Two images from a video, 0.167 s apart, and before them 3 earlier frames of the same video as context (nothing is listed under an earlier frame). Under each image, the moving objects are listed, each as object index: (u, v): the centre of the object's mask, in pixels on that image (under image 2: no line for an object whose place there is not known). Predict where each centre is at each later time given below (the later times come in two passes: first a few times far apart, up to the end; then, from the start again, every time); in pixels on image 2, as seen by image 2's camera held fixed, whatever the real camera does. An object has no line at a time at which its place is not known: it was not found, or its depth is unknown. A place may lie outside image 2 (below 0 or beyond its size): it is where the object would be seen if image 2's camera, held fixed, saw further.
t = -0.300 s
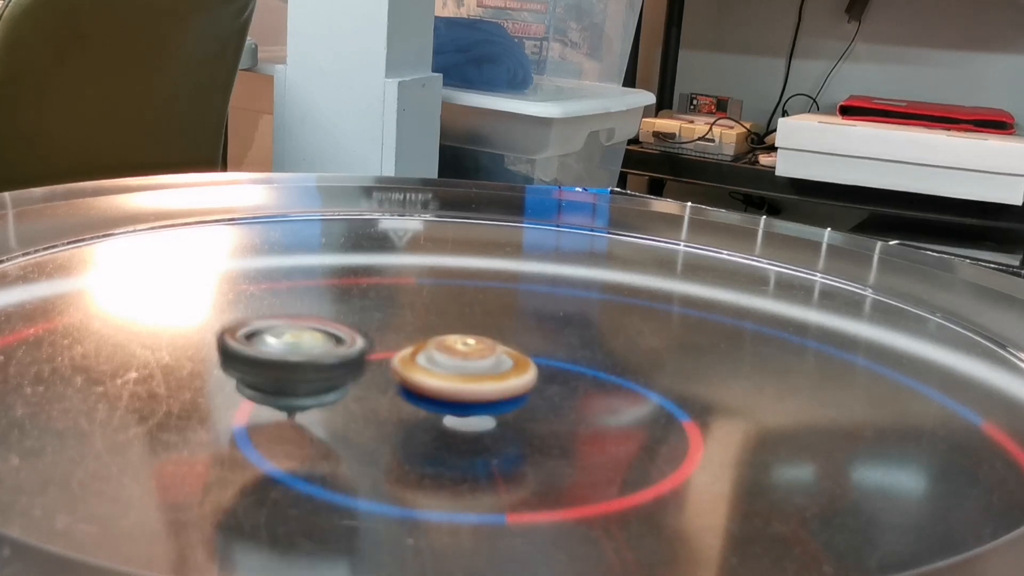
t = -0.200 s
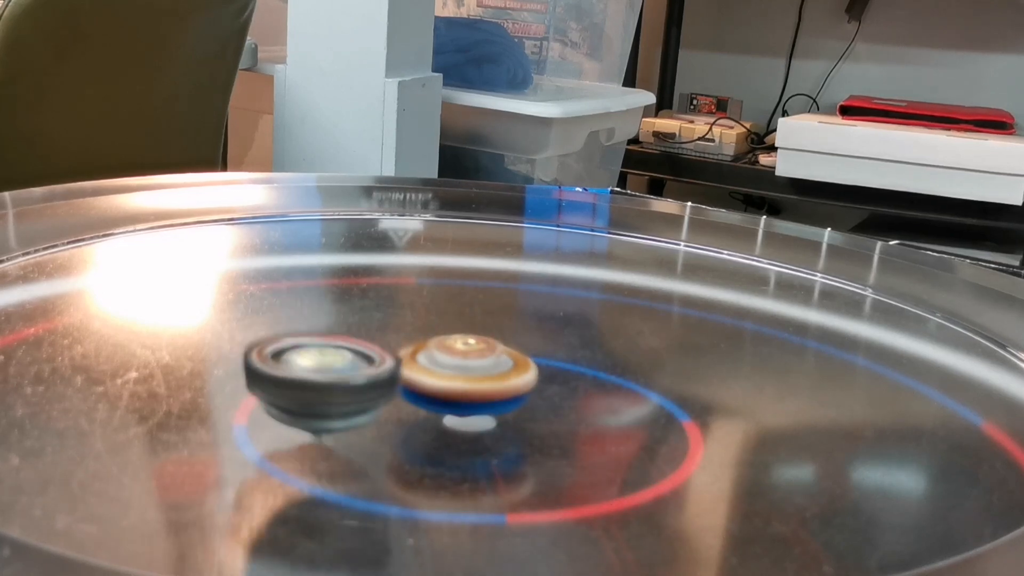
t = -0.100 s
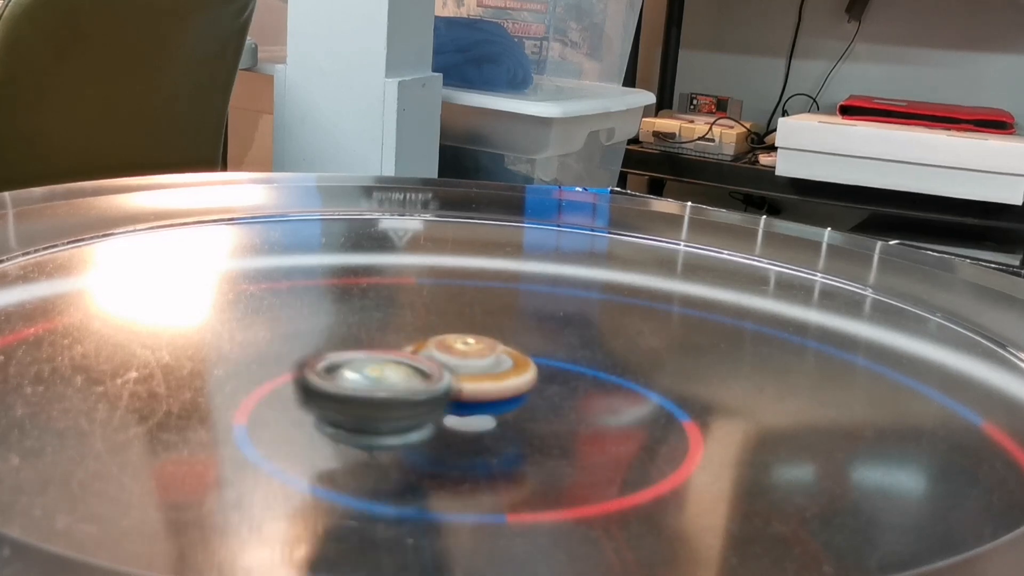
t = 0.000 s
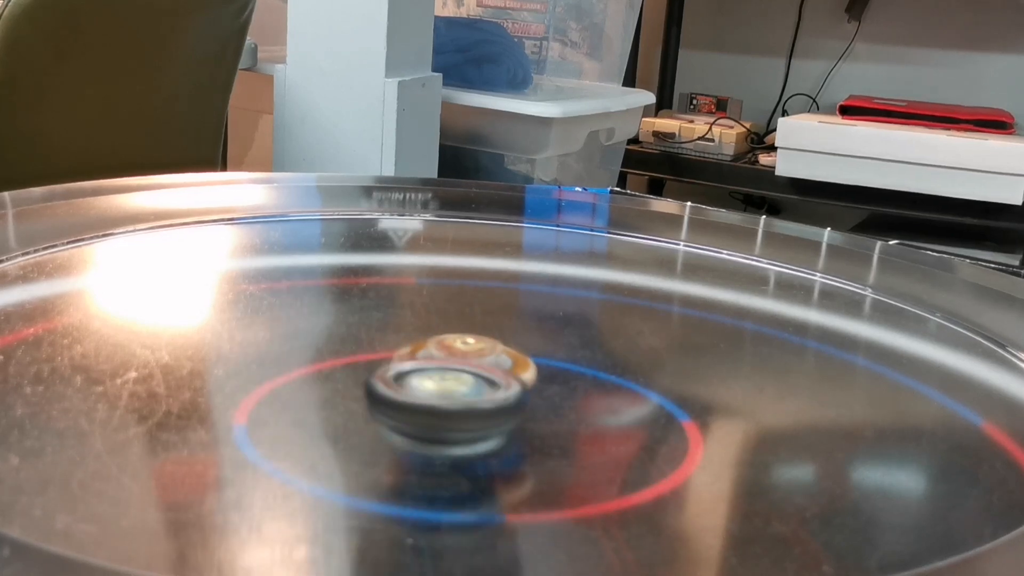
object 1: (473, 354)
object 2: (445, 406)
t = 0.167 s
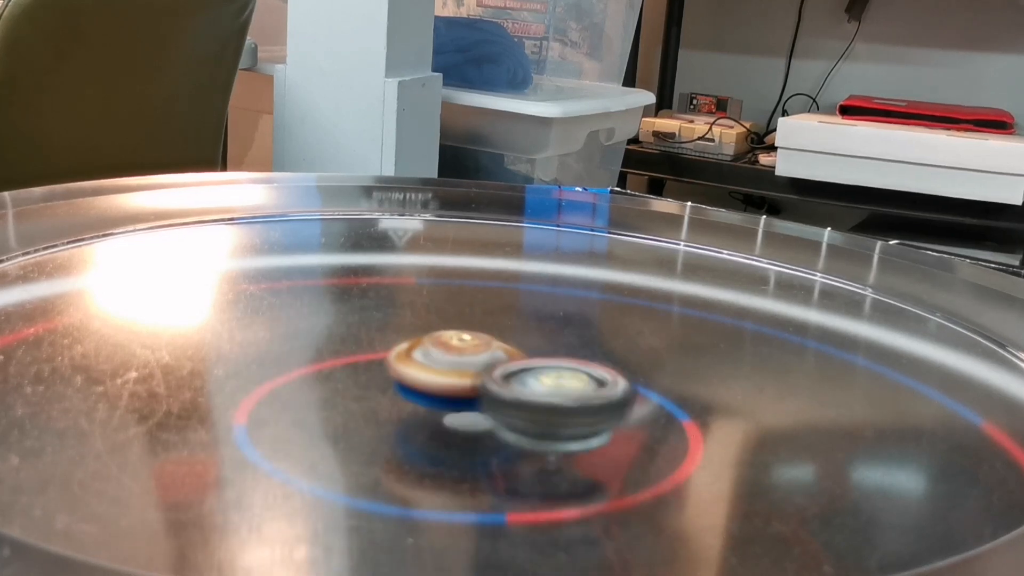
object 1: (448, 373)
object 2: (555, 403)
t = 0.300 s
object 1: (453, 374)
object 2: (615, 387)
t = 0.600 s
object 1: (446, 373)
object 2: (592, 334)
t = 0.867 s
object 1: (441, 373)
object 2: (457, 303)
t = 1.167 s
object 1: (444, 373)
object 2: (309, 325)
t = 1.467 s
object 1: (452, 367)
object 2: (311, 378)
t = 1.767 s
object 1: (433, 354)
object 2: (498, 404)
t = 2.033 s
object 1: (449, 372)
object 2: (608, 371)
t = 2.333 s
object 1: (447, 373)
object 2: (559, 320)
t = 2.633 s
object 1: (442, 375)
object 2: (412, 298)
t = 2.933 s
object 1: (443, 376)
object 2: (308, 334)
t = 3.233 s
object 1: (468, 377)
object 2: (350, 385)
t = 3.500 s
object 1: (435, 358)
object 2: (504, 405)
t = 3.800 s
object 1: (447, 374)
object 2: (613, 374)
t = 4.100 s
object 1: (447, 377)
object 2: (548, 328)
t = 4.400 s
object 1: (448, 378)
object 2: (408, 308)
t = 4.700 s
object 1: (448, 379)
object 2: (305, 335)
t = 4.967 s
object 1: (478, 378)
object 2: (306, 375)
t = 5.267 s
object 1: (514, 362)
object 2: (445, 399)
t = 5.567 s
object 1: (515, 339)
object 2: (560, 403)
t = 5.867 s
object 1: (532, 325)
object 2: (504, 378)
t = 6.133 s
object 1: (530, 338)
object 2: (401, 379)
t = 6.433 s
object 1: (537, 347)
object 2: (384, 388)
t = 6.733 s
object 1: (541, 359)
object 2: (422, 376)
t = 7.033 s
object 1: (566, 362)
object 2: (302, 363)
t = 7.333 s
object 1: (520, 370)
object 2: (258, 366)
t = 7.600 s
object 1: (476, 382)
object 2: (330, 369)
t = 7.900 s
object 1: (532, 373)
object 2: (312, 350)
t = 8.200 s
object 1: (518, 382)
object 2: (355, 331)
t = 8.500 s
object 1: (512, 387)
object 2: (401, 313)
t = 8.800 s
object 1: (493, 385)
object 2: (435, 312)
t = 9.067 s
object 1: (468, 382)
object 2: (498, 317)
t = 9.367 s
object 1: (458, 380)
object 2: (551, 319)
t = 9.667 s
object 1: (446, 366)
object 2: (551, 327)
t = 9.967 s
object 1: (415, 367)
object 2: (564, 341)
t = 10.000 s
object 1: (415, 366)
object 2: (565, 343)
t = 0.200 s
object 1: (452, 375)
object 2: (574, 401)
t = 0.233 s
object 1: (454, 375)
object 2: (590, 396)
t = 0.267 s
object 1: (455, 375)
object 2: (604, 392)
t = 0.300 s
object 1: (453, 374)
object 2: (615, 387)
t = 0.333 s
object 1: (452, 374)
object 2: (625, 382)
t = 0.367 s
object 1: (451, 374)
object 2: (630, 376)
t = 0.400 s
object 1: (450, 374)
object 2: (633, 370)
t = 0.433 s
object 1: (449, 373)
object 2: (633, 364)
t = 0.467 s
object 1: (448, 373)
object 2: (630, 358)
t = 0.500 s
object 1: (448, 373)
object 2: (624, 352)
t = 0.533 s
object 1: (447, 373)
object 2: (615, 345)
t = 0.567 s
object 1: (447, 373)
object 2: (604, 339)
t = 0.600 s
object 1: (446, 373)
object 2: (592, 334)
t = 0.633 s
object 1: (446, 373)
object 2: (578, 329)
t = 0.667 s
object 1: (445, 373)
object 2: (563, 325)
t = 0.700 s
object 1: (442, 367)
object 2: (547, 321)
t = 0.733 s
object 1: (444, 372)
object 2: (531, 317)
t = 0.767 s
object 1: (443, 372)
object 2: (514, 313)
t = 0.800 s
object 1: (443, 372)
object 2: (496, 309)
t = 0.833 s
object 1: (439, 366)
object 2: (476, 306)
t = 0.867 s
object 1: (441, 373)
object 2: (457, 303)
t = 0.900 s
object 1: (441, 373)
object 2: (436, 301)
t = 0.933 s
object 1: (440, 373)
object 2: (417, 301)
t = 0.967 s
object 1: (440, 373)
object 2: (397, 302)
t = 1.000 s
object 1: (438, 367)
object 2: (378, 305)
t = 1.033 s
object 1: (438, 367)
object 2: (362, 309)
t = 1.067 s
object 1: (439, 368)
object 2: (348, 313)
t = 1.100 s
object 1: (442, 373)
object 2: (334, 316)
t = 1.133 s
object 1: (440, 368)
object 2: (321, 320)
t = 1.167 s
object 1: (444, 373)
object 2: (309, 325)
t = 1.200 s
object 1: (445, 373)
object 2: (299, 329)
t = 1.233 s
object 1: (444, 368)
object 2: (291, 334)
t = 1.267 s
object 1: (445, 368)
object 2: (285, 339)
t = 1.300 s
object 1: (448, 373)
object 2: (282, 346)
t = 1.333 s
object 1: (449, 373)
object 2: (282, 351)
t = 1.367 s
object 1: (447, 367)
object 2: (285, 358)
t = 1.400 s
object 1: (448, 367)
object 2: (290, 364)
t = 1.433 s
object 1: (451, 373)
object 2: (299, 371)
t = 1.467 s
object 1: (452, 367)
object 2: (311, 378)
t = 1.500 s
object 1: (457, 372)
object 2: (326, 384)
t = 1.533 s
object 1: (462, 372)
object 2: (344, 389)
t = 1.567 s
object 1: (466, 370)
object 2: (365, 394)
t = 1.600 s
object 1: (468, 367)
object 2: (386, 398)
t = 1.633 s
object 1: (465, 354)
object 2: (410, 400)
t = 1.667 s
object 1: (458, 348)
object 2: (432, 403)
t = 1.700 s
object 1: (450, 347)
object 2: (454, 406)
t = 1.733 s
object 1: (440, 349)
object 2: (475, 405)
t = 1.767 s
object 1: (433, 354)
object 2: (498, 404)
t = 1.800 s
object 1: (432, 359)
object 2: (517, 402)
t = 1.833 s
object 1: (436, 367)
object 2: (538, 399)
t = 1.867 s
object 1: (442, 371)
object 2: (555, 396)
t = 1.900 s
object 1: (445, 372)
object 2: (571, 392)
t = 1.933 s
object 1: (448, 373)
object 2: (584, 387)
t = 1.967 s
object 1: (449, 373)
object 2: (596, 382)
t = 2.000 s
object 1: (449, 372)
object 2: (603, 377)
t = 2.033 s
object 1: (449, 372)
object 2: (608, 371)
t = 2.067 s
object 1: (449, 372)
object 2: (611, 365)
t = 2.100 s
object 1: (449, 372)
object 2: (612, 359)
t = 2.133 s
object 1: (446, 367)
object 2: (609, 353)
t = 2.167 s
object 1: (445, 367)
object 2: (606, 347)
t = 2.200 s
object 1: (445, 368)
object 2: (600, 341)
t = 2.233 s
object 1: (445, 368)
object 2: (592, 335)
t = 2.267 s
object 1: (444, 368)
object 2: (582, 330)
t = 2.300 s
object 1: (444, 368)
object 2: (571, 325)
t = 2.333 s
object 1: (447, 373)
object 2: (559, 320)
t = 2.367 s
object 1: (446, 373)
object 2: (545, 316)
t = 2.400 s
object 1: (445, 373)
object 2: (530, 311)
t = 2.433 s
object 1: (445, 374)
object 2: (515, 308)
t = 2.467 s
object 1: (445, 374)
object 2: (499, 304)
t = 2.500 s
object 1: (444, 374)
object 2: (481, 301)
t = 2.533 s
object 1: (444, 375)
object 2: (464, 299)
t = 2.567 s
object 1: (443, 375)
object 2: (447, 298)
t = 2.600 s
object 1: (442, 375)
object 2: (429, 298)
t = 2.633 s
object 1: (442, 375)
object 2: (412, 298)
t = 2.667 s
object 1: (441, 375)
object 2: (395, 298)
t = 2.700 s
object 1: (441, 375)
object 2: (378, 302)
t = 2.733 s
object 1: (441, 375)
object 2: (364, 306)
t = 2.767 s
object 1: (441, 375)
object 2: (350, 310)
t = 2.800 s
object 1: (441, 375)
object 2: (339, 314)
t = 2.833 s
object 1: (441, 375)
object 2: (329, 318)
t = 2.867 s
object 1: (441, 375)
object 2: (321, 323)
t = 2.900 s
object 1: (441, 375)
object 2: (314, 328)
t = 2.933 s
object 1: (443, 376)
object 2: (308, 334)
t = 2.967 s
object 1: (445, 377)
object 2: (303, 338)
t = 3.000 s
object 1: (447, 377)
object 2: (300, 344)
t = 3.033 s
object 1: (448, 377)
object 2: (300, 350)
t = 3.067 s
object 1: (450, 377)
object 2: (302, 356)
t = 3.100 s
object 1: (452, 377)
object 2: (307, 362)
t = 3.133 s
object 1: (455, 377)
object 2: (315, 368)
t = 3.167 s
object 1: (459, 378)
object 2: (325, 374)
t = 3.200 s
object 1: (463, 377)
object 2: (336, 380)
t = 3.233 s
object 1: (468, 377)
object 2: (350, 385)
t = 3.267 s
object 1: (472, 376)
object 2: (367, 390)
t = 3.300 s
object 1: (475, 374)
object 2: (384, 395)
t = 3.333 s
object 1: (475, 368)
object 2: (402, 398)
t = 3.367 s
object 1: (469, 354)
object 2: (424, 400)
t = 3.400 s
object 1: (458, 349)
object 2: (444, 403)
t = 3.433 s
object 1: (448, 349)
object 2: (463, 405)
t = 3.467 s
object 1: (439, 354)
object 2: (484, 405)
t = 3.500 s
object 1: (435, 358)
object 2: (504, 405)
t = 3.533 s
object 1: (435, 362)
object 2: (522, 404)
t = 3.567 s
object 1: (437, 365)
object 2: (542, 402)
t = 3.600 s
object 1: (444, 373)
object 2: (558, 400)
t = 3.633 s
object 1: (446, 374)
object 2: (573, 397)
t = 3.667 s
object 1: (448, 374)
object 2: (586, 393)
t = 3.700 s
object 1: (449, 374)
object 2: (596, 389)
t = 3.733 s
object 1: (448, 374)
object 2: (604, 384)
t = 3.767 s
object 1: (447, 374)
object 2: (610, 379)
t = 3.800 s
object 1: (447, 374)
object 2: (613, 374)
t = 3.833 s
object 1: (446, 374)
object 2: (613, 369)
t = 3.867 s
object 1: (446, 375)
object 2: (612, 363)
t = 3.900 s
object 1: (446, 375)
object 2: (608, 358)
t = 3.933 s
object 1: (446, 375)
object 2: (602, 352)
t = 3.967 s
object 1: (446, 376)
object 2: (594, 347)
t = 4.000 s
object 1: (446, 376)
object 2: (585, 342)
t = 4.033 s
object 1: (446, 376)
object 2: (573, 337)
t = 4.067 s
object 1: (446, 377)
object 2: (561, 333)
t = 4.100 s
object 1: (447, 377)
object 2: (548, 328)
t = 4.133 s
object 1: (447, 377)
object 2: (534, 324)
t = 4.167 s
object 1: (447, 377)
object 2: (520, 320)
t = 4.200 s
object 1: (448, 377)
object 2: (506, 316)
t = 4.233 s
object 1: (448, 378)
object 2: (490, 312)
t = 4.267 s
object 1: (448, 378)
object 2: (474, 309)
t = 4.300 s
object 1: (449, 378)
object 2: (457, 307)
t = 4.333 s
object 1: (448, 378)
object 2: (440, 306)
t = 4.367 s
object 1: (448, 378)
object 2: (424, 306)
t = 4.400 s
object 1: (448, 378)
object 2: (408, 308)
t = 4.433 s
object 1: (448, 378)
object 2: (392, 309)
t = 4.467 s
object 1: (448, 378)
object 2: (378, 311)
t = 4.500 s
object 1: (447, 378)
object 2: (363, 313)
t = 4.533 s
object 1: (447, 378)
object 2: (350, 315)
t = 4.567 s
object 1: (448, 379)
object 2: (337, 318)
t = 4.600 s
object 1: (447, 379)
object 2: (327, 321)
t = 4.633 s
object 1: (447, 379)
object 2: (318, 325)
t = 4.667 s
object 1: (447, 379)
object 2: (310, 329)
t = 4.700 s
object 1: (448, 379)
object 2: (305, 335)
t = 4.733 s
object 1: (448, 379)
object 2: (301, 339)
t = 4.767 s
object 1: (449, 379)
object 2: (300, 344)
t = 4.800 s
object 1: (449, 380)
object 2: (301, 350)
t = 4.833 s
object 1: (453, 379)
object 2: (302, 355)
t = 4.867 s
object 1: (462, 379)
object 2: (298, 360)
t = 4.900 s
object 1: (469, 379)
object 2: (298, 365)
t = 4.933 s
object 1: (474, 379)
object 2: (300, 370)
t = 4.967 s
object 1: (478, 378)
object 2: (306, 375)
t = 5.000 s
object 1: (481, 378)
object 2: (313, 380)
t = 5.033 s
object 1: (483, 378)
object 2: (324, 385)
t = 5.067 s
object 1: (486, 378)
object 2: (338, 389)
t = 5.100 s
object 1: (489, 377)
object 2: (353, 393)
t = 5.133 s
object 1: (493, 377)
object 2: (369, 396)
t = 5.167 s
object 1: (498, 376)
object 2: (386, 398)
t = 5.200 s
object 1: (504, 372)
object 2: (406, 400)
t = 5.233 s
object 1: (511, 366)
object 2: (426, 400)
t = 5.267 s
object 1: (514, 362)
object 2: (445, 399)
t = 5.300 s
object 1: (515, 357)
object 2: (454, 403)
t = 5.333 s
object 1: (516, 352)
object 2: (465, 407)
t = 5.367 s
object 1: (516, 348)
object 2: (478, 410)
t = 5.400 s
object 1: (516, 345)
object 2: (496, 412)
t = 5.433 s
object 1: (515, 344)
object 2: (512, 412)
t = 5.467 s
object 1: (514, 342)
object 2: (528, 411)
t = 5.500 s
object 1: (514, 341)
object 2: (541, 408)
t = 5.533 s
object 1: (514, 340)
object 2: (552, 406)
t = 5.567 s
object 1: (515, 339)
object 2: (560, 403)
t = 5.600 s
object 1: (513, 338)
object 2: (563, 399)
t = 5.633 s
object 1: (513, 336)
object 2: (563, 394)
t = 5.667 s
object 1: (506, 349)
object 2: (560, 389)
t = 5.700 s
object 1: (514, 333)
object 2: (555, 385)
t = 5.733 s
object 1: (518, 329)
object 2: (548, 381)
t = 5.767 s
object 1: (523, 326)
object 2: (538, 379)
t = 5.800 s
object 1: (527, 325)
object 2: (527, 379)
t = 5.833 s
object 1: (530, 324)
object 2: (516, 378)
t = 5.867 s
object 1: (532, 325)
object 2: (504, 378)
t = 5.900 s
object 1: (534, 326)
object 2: (488, 376)
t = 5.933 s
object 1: (534, 327)
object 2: (475, 376)
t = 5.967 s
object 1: (534, 329)
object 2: (462, 376)
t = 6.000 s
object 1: (532, 332)
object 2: (449, 376)
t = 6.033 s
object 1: (532, 333)
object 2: (436, 376)
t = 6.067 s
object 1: (530, 335)
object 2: (422, 376)
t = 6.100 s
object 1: (530, 336)
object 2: (411, 378)
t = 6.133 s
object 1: (530, 338)
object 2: (401, 379)
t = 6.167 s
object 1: (531, 338)
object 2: (394, 380)
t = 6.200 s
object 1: (532, 339)
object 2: (387, 382)
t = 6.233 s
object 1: (534, 340)
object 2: (383, 382)
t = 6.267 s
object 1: (534, 341)
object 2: (380, 384)
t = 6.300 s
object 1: (535, 343)
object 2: (377, 385)
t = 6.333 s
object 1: (536, 344)
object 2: (379, 386)
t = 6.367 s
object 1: (537, 345)
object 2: (380, 387)
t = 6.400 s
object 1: (537, 346)
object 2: (382, 387)
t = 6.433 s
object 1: (537, 347)
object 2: (384, 388)
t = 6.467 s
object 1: (538, 348)
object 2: (385, 387)
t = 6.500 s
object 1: (538, 350)
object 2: (390, 387)
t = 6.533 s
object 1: (538, 351)
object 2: (396, 387)
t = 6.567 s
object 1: (538, 352)
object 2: (401, 386)
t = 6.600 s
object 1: (538, 354)
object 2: (405, 385)
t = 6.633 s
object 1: (538, 355)
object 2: (408, 383)
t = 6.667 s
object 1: (539, 357)
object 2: (413, 381)
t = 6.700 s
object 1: (540, 358)
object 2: (417, 378)
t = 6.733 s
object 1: (541, 359)
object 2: (422, 376)
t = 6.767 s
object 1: (542, 361)
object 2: (421, 373)
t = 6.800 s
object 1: (546, 362)
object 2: (405, 370)
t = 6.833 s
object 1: (554, 362)
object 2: (391, 369)
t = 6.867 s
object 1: (562, 363)
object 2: (376, 368)
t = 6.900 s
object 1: (565, 363)
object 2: (360, 367)
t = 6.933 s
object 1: (568, 362)
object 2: (344, 366)
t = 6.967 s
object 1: (568, 363)
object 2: (330, 364)
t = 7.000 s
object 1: (567, 362)
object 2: (316, 363)
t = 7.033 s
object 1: (566, 362)
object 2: (302, 363)
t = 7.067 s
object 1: (563, 363)
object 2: (288, 362)
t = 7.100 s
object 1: (558, 363)
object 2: (276, 362)
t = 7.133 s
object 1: (553, 364)
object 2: (267, 363)
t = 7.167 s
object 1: (547, 364)
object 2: (263, 364)
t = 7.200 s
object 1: (542, 365)
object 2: (259, 364)
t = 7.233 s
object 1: (537, 366)
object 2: (257, 364)
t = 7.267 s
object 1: (532, 367)
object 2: (257, 365)
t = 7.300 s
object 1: (526, 369)
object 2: (257, 365)
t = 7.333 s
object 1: (520, 370)
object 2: (258, 366)
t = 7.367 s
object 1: (515, 371)
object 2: (263, 367)
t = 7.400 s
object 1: (505, 378)
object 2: (267, 367)
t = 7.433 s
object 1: (500, 379)
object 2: (275, 368)
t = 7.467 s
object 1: (495, 380)
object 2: (282, 369)
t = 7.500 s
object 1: (489, 381)
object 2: (292, 369)
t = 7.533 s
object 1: (483, 381)
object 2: (305, 370)
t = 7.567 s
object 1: (478, 382)
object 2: (319, 370)
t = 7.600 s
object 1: (476, 382)
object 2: (330, 369)
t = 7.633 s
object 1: (492, 383)
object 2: (320, 367)
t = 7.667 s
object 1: (503, 383)
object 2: (316, 365)
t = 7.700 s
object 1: (513, 383)
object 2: (312, 363)
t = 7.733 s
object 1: (517, 382)
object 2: (311, 361)
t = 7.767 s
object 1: (521, 381)
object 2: (310, 359)
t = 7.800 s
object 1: (523, 380)
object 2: (310, 357)
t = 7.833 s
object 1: (525, 380)
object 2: (309, 355)
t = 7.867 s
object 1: (532, 374)
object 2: (309, 353)
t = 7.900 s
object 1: (532, 373)
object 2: (312, 350)
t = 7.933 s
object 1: (532, 373)
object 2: (316, 347)
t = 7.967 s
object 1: (531, 373)
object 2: (322, 346)
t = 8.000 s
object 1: (529, 374)
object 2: (323, 344)
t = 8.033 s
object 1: (528, 374)
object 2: (328, 342)
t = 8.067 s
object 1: (527, 374)
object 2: (334, 340)
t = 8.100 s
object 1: (526, 375)
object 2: (339, 338)
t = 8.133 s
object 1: (520, 380)
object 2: (343, 336)
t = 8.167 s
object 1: (519, 381)
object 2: (350, 333)
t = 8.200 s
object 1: (518, 382)
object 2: (355, 331)
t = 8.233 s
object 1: (517, 383)
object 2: (359, 329)
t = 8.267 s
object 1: (517, 383)
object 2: (365, 327)
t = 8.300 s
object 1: (517, 384)
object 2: (372, 324)
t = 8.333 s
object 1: (517, 385)
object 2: (375, 322)
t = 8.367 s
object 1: (516, 385)
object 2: (381, 320)
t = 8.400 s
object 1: (515, 386)
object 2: (387, 319)
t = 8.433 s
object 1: (514, 386)
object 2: (390, 316)
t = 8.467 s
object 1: (513, 387)
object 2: (395, 314)
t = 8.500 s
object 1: (512, 387)
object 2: (401, 313)
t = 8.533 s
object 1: (511, 387)
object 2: (402, 312)
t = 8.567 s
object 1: (510, 387)
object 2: (406, 311)
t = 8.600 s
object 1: (508, 387)
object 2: (410, 311)
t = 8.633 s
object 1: (505, 387)
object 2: (411, 310)
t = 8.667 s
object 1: (503, 387)
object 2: (417, 311)
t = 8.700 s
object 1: (500, 386)
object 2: (422, 311)
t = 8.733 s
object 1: (498, 386)
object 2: (424, 311)
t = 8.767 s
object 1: (495, 385)
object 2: (429, 311)
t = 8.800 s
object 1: (493, 385)
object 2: (435, 312)
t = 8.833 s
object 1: (490, 385)
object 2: (437, 312)
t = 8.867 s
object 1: (486, 384)
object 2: (444, 312)
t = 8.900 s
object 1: (483, 384)
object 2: (453, 312)
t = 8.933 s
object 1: (480, 383)
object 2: (458, 312)
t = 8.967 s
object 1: (477, 382)
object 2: (468, 313)
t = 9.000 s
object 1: (474, 382)
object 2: (477, 313)
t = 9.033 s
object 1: (471, 382)
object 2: (488, 315)
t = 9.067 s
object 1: (468, 382)
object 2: (498, 317)
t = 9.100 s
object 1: (466, 382)
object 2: (509, 318)
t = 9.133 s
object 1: (464, 383)
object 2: (516, 318)
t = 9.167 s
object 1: (463, 383)
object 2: (524, 319)
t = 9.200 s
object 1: (462, 382)
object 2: (531, 319)
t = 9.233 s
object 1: (461, 382)
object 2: (536, 320)
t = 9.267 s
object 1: (460, 382)
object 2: (543, 320)
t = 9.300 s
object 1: (459, 381)
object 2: (546, 319)
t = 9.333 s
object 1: (459, 380)
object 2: (548, 319)
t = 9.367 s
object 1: (458, 380)
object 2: (551, 319)
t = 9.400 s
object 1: (457, 379)
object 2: (551, 320)
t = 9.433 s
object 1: (457, 378)
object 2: (552, 320)
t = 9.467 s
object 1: (456, 377)
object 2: (553, 321)
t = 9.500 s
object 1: (456, 376)
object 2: (551, 321)
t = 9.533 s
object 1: (455, 375)
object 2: (552, 322)
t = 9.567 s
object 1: (455, 374)
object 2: (551, 323)
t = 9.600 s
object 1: (454, 373)
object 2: (549, 324)
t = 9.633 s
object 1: (453, 372)
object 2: (550, 326)
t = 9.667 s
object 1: (446, 366)
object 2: (551, 327)
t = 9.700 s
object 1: (438, 366)
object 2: (553, 329)
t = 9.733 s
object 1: (432, 367)
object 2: (556, 331)
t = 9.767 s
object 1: (428, 367)
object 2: (556, 332)
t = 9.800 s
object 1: (423, 367)
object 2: (559, 333)
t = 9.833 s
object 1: (421, 367)
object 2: (561, 334)
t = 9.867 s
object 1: (419, 367)
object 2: (560, 335)
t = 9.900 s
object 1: (417, 367)
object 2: (563, 337)
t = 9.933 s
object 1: (416, 367)
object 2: (564, 339)
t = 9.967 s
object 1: (415, 367)
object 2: (564, 341)
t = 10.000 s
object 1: (415, 366)
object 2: (565, 343)
